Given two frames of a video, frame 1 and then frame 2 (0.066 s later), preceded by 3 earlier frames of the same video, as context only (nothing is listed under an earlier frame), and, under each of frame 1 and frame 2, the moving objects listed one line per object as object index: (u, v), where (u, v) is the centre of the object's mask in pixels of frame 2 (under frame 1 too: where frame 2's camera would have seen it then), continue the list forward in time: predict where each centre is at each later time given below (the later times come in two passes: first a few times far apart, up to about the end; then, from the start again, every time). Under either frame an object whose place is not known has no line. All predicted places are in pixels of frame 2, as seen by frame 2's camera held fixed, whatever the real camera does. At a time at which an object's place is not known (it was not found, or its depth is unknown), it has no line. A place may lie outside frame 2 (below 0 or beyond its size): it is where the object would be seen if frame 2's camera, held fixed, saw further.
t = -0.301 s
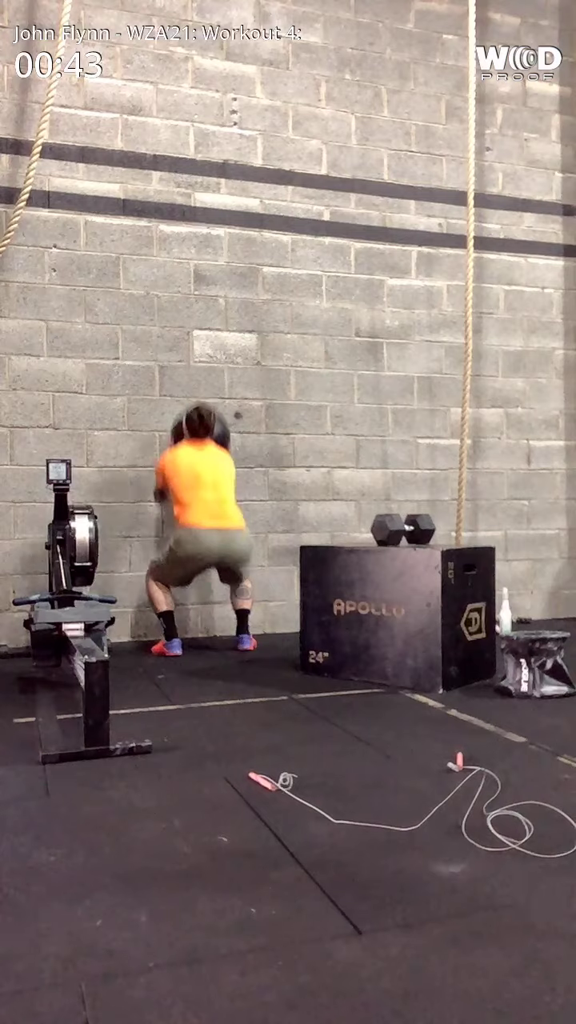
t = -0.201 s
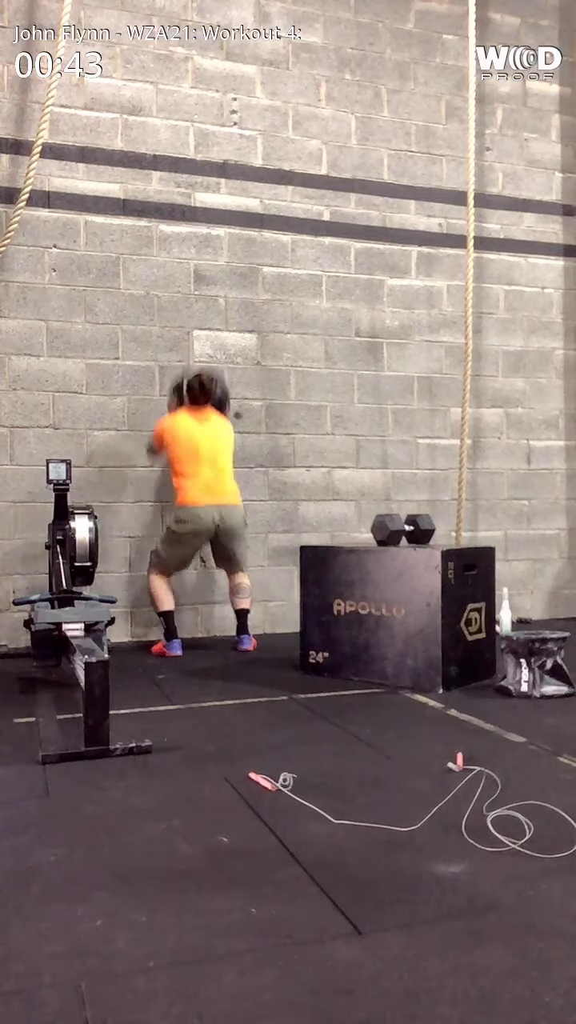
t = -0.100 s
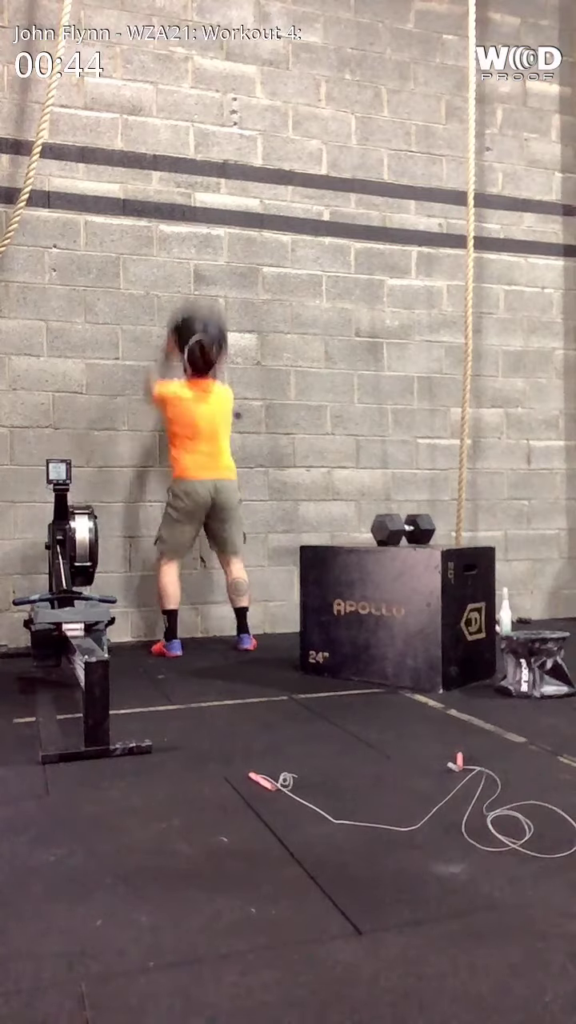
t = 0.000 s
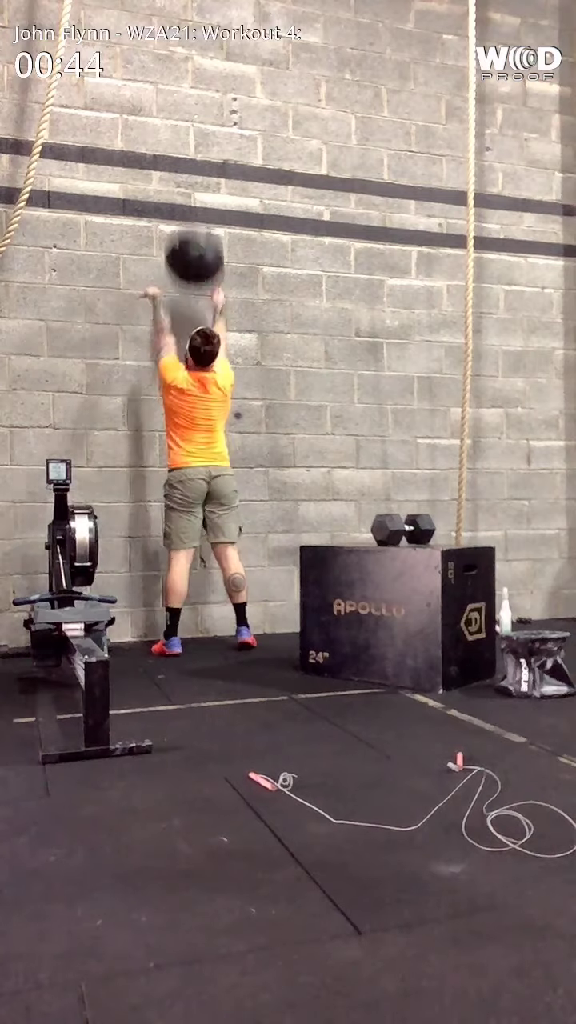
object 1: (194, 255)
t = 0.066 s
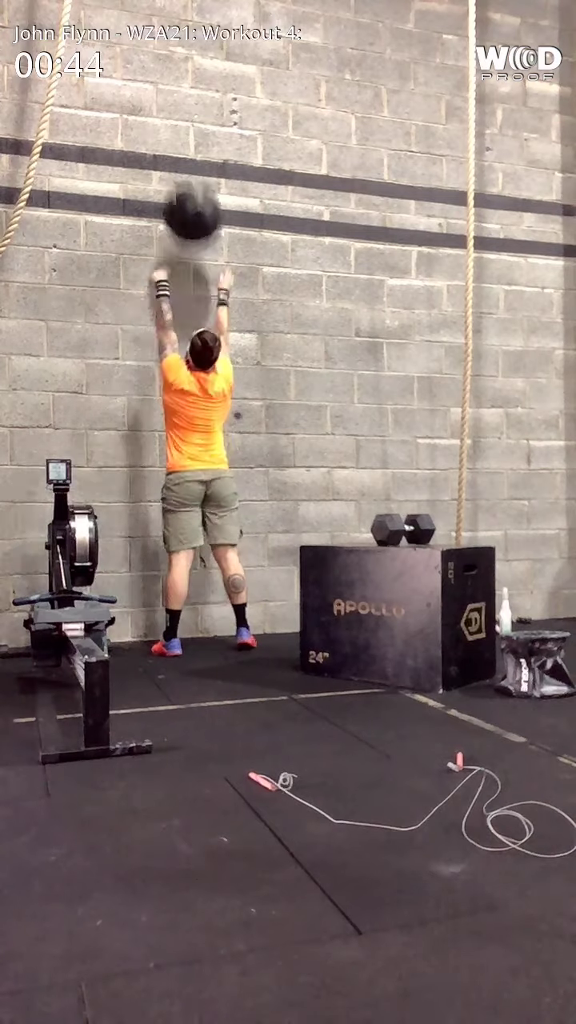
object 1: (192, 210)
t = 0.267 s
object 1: (186, 128)
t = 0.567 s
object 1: (186, 119)
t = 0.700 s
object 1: (190, 156)
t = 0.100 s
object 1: (190, 194)
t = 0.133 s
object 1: (190, 176)
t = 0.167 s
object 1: (189, 160)
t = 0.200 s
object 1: (188, 149)
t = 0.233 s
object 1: (187, 137)
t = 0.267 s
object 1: (186, 128)
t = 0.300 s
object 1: (185, 122)
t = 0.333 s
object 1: (185, 117)
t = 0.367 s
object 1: (184, 113)
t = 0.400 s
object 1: (183, 111)
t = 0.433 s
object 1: (183, 110)
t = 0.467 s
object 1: (184, 110)
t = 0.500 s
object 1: (185, 111)
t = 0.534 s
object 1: (185, 114)
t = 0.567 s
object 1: (186, 119)
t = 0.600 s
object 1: (187, 126)
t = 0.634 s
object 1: (188, 132)
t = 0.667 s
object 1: (189, 144)
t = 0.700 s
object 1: (190, 156)
